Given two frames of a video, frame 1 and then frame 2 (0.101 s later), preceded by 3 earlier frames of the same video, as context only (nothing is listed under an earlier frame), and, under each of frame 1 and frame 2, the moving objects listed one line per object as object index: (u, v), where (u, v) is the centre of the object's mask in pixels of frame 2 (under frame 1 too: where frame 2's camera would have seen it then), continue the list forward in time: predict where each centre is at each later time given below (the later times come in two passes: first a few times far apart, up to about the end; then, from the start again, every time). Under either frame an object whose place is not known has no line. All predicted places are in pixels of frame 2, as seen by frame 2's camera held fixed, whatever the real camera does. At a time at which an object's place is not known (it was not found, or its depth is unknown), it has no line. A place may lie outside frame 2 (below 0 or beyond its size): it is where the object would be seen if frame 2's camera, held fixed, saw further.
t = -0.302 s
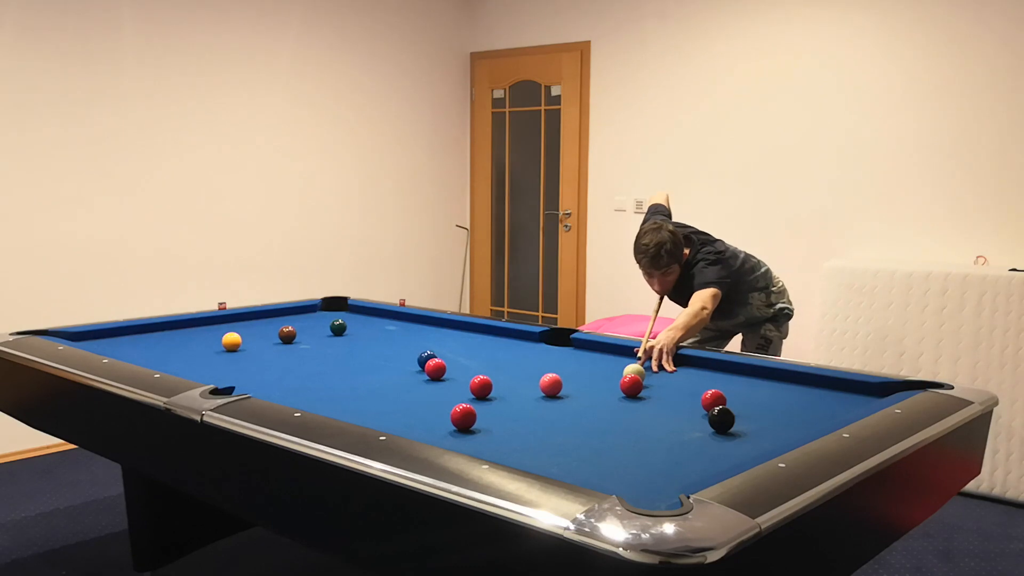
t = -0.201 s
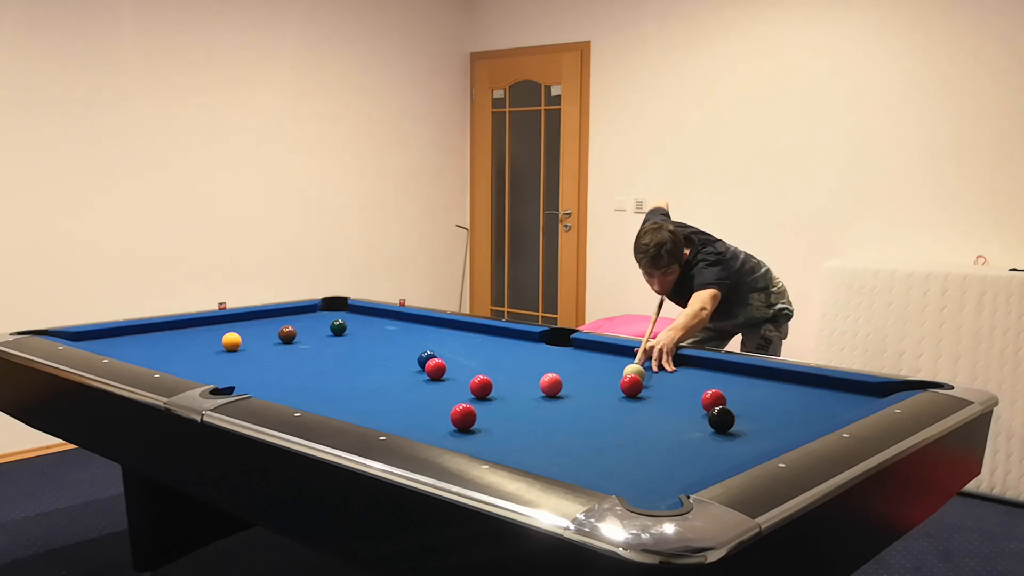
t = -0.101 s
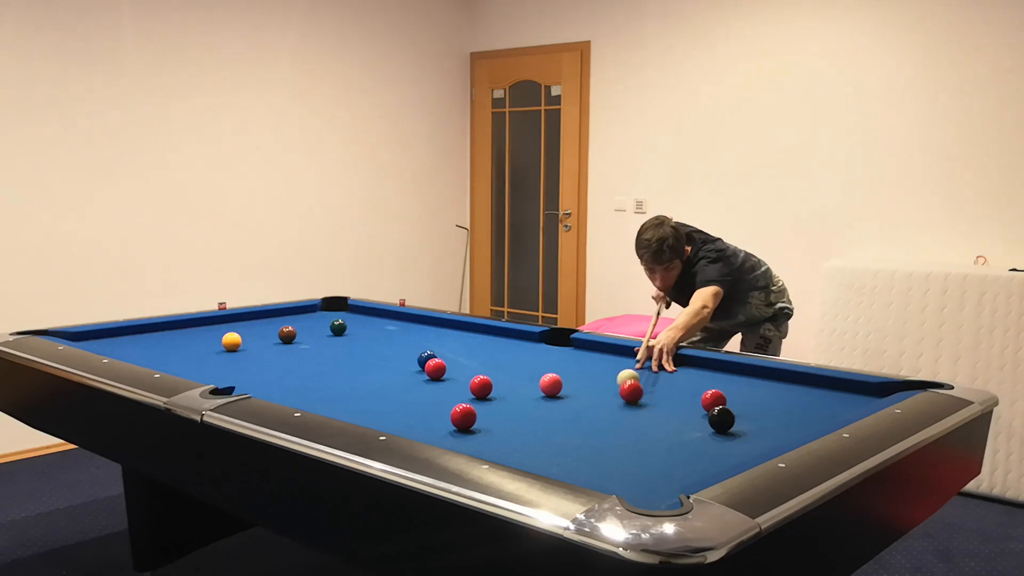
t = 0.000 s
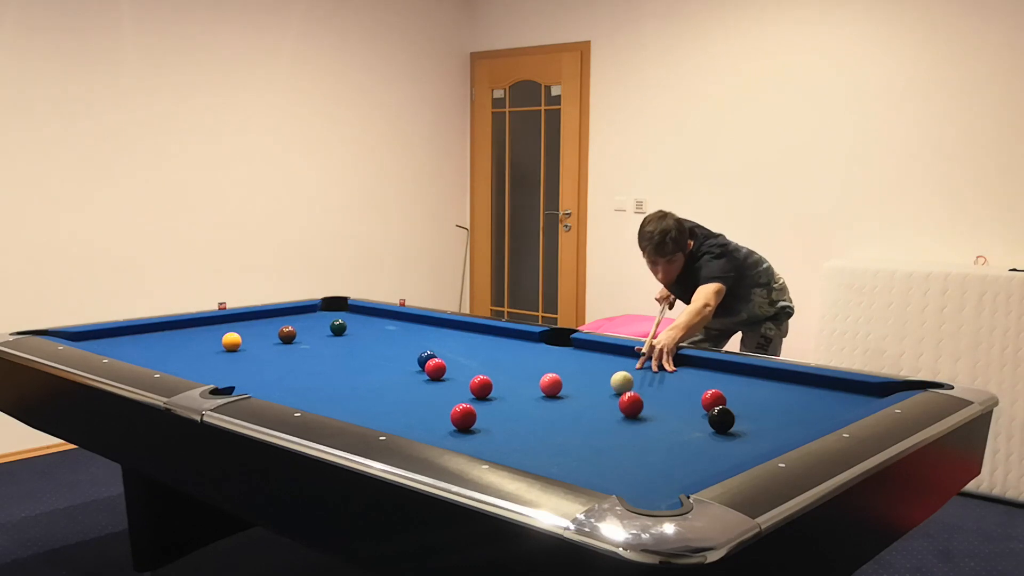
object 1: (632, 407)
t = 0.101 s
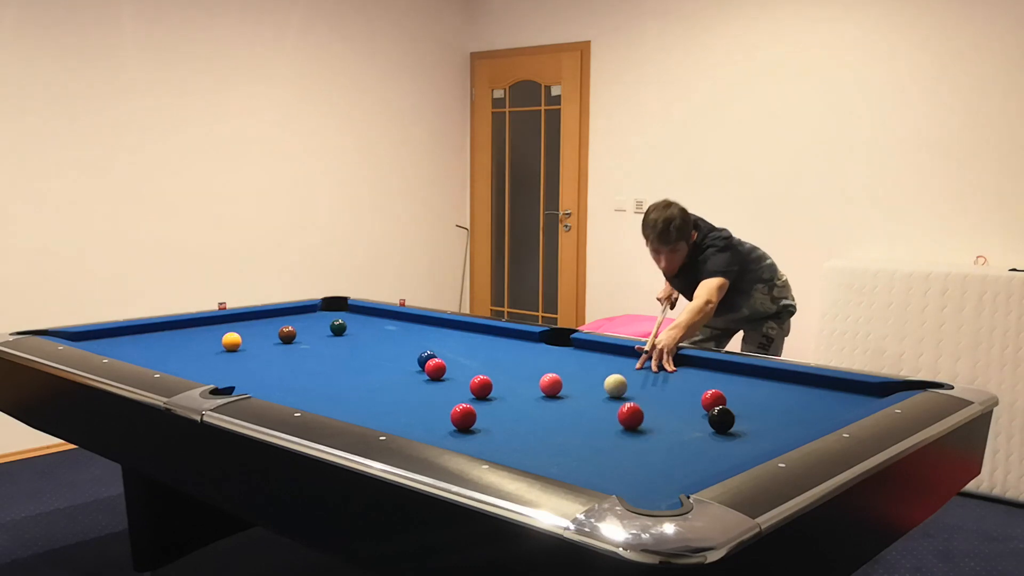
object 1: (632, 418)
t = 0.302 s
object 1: (630, 443)
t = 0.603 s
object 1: (631, 489)
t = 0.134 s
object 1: (632, 422)
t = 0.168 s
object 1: (632, 426)
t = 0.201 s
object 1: (632, 430)
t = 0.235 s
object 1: (631, 435)
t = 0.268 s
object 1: (631, 439)
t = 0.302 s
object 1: (630, 443)
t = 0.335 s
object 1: (630, 447)
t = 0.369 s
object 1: (630, 452)
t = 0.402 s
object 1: (630, 457)
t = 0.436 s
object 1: (629, 462)
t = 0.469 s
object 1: (629, 467)
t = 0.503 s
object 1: (629, 473)
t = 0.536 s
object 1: (629, 478)
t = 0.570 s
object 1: (629, 484)
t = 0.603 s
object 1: (631, 489)
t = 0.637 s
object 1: (631, 492)
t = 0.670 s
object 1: (638, 497)
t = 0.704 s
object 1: (644, 503)
